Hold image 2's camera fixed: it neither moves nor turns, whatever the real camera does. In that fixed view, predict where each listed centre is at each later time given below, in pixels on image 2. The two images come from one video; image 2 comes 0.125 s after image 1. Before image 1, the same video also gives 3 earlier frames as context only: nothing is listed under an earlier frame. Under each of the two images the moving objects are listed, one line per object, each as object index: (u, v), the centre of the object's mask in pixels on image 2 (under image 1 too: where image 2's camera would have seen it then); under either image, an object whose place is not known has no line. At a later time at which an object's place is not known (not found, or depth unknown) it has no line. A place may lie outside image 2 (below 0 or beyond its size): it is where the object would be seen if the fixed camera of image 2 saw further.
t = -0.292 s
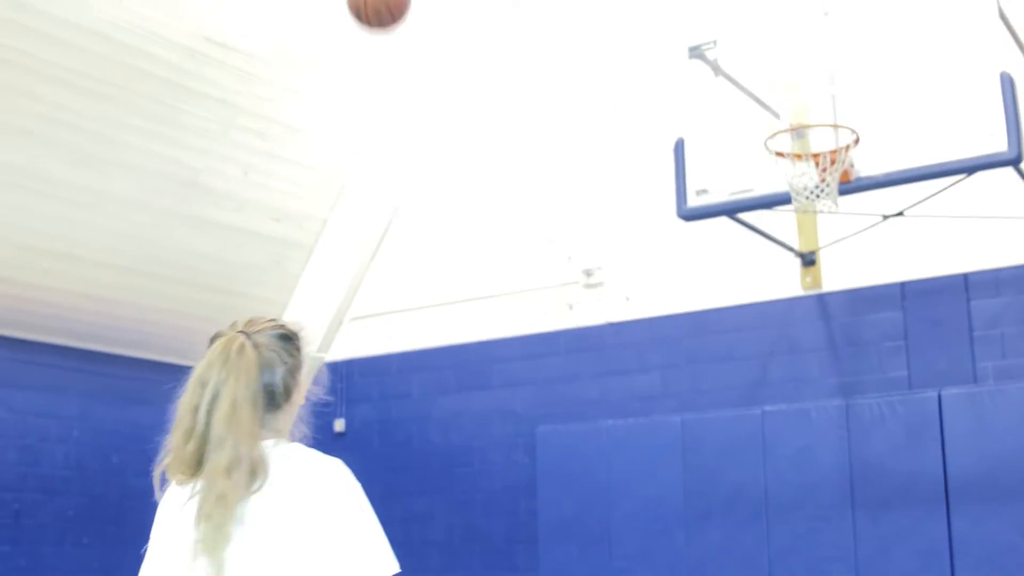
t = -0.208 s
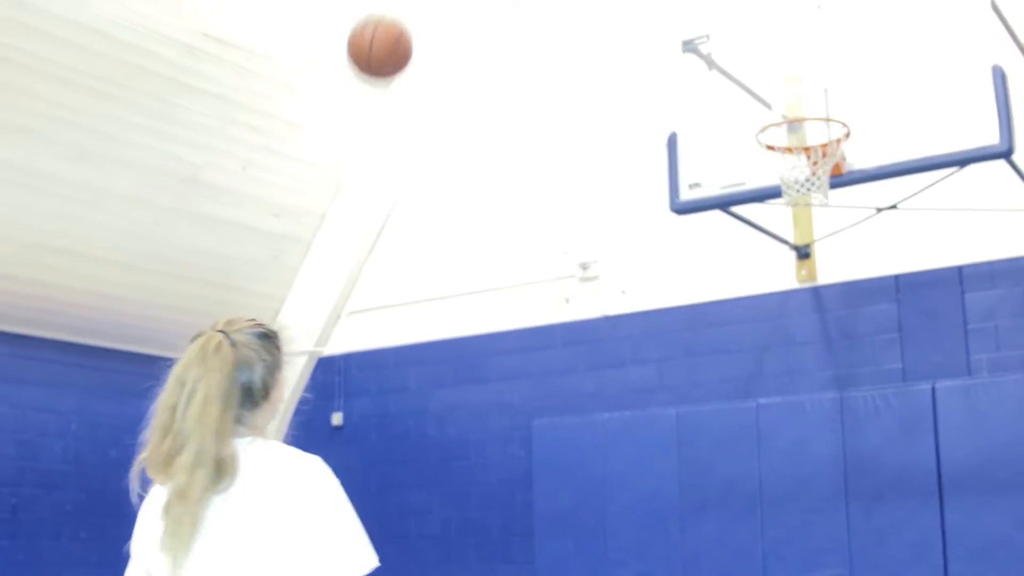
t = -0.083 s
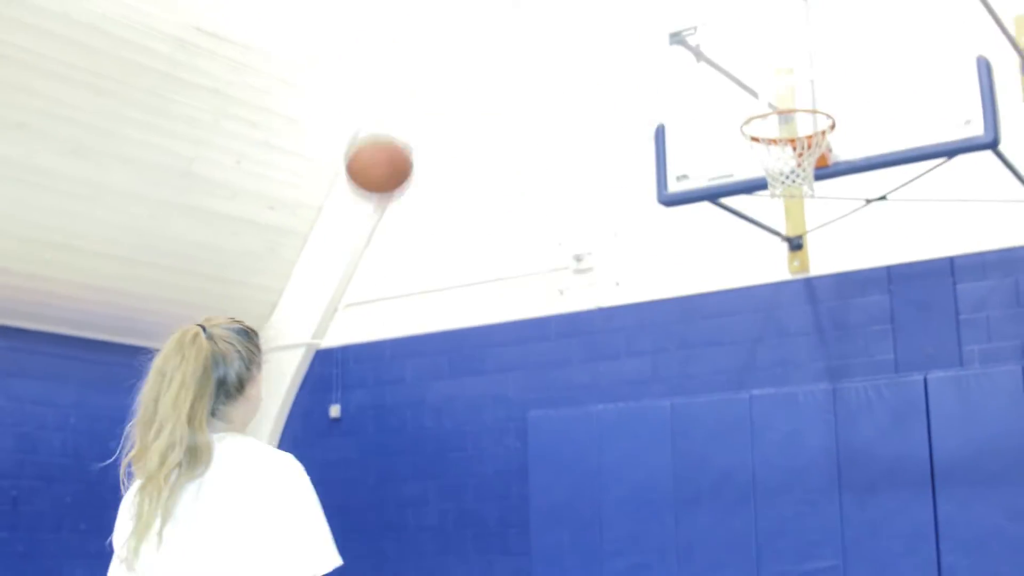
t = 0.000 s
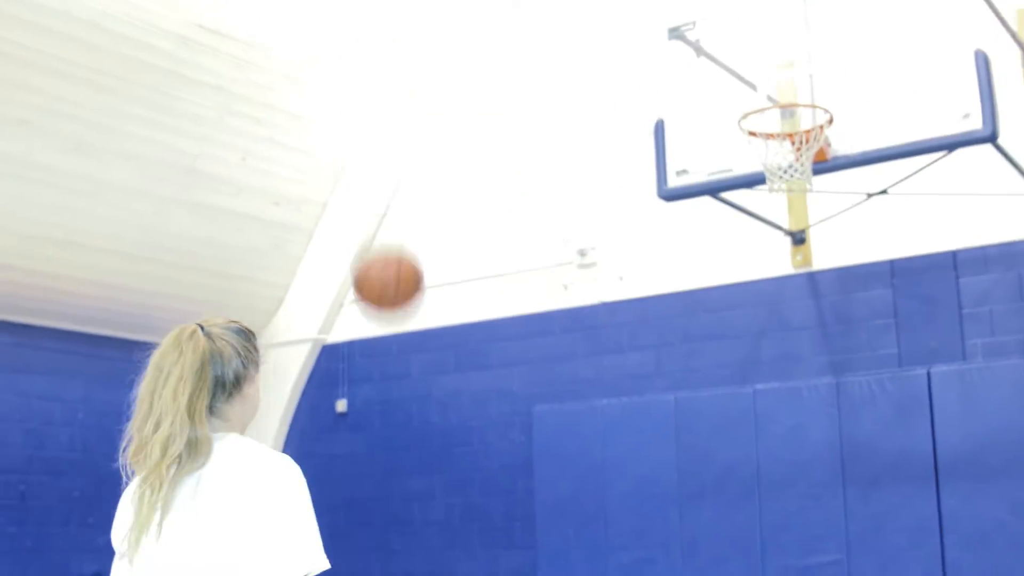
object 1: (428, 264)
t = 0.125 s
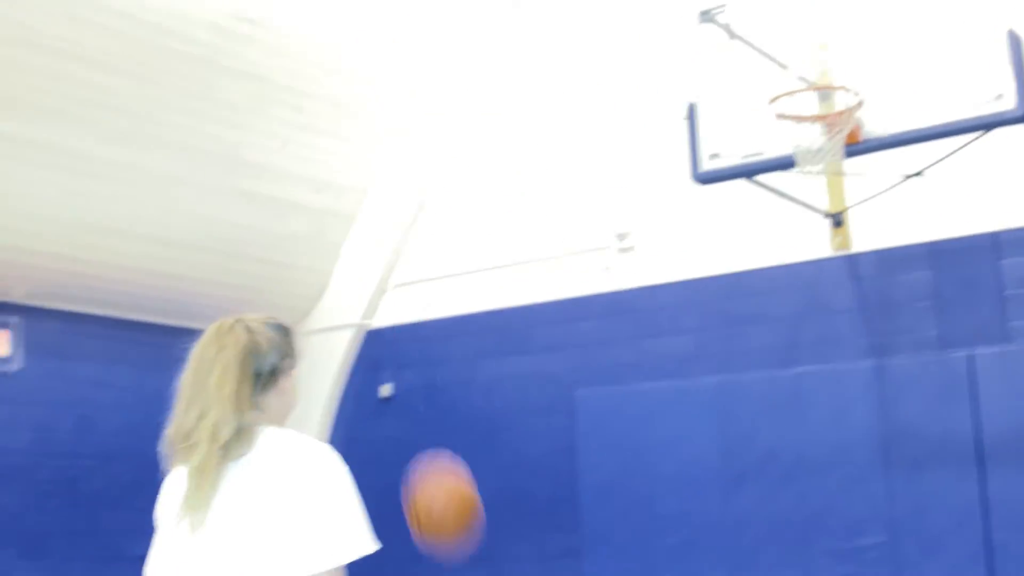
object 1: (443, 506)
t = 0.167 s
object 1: (443, 572)
